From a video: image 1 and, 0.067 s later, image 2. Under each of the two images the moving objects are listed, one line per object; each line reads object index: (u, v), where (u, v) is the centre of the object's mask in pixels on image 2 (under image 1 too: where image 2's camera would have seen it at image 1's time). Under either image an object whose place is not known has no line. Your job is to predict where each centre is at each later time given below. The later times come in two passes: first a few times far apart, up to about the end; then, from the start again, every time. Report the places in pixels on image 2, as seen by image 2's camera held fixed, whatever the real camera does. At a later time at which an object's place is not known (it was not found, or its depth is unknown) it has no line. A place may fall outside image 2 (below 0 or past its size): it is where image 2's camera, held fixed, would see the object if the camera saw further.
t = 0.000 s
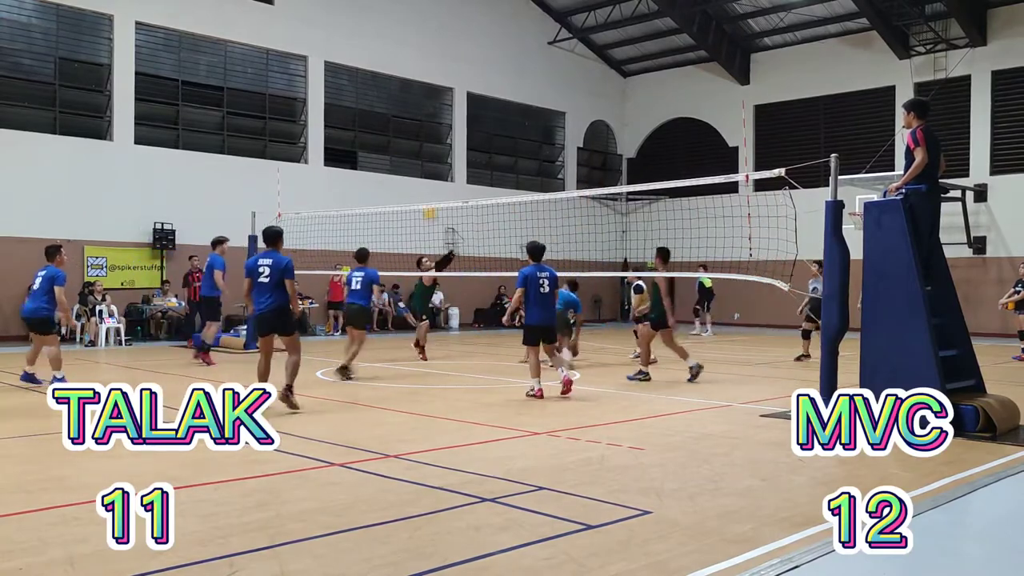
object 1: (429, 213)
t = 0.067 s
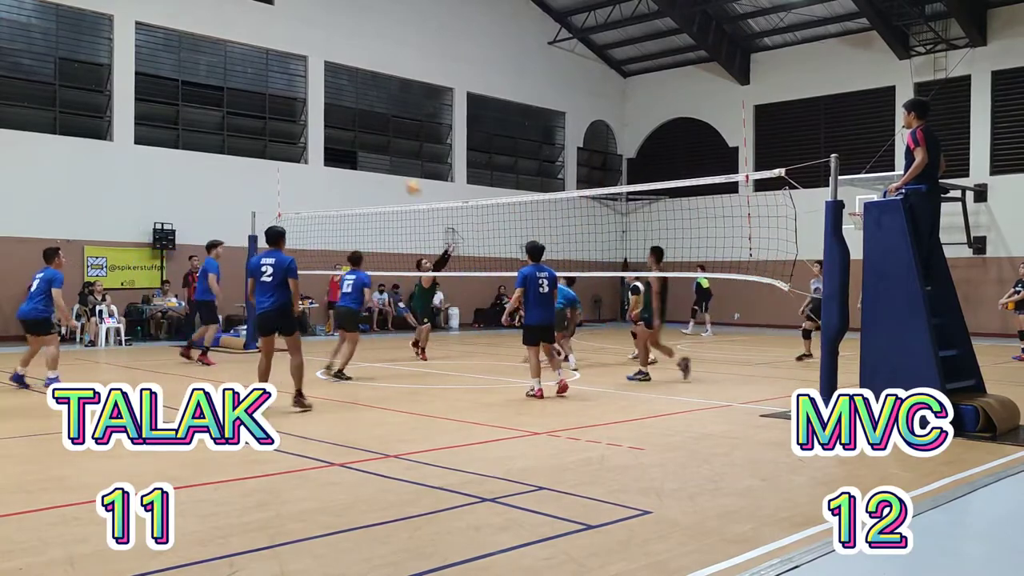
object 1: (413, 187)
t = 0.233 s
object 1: (369, 135)
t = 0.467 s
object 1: (299, 85)
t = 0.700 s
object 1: (222, 73)
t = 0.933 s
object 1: (137, 104)
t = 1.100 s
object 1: (65, 159)
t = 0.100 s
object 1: (403, 175)
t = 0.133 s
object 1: (395, 165)
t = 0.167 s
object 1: (387, 155)
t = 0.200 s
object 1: (378, 145)
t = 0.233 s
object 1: (369, 135)
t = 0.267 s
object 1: (359, 126)
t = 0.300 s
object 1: (350, 117)
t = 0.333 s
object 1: (340, 110)
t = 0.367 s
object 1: (332, 103)
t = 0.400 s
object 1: (323, 96)
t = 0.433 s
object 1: (311, 90)
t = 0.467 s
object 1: (299, 85)
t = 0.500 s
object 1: (290, 82)
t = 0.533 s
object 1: (279, 78)
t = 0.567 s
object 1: (268, 75)
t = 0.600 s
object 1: (257, 74)
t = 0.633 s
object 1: (246, 73)
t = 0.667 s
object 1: (235, 72)
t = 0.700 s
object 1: (222, 73)
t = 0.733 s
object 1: (210, 75)
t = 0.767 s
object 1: (199, 77)
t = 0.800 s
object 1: (186, 80)
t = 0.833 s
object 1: (173, 85)
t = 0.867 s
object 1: (160, 90)
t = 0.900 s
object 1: (148, 96)
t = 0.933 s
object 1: (137, 104)
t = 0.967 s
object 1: (119, 114)
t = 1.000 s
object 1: (106, 123)
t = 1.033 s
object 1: (93, 131)
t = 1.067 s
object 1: (79, 145)
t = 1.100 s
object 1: (65, 159)
